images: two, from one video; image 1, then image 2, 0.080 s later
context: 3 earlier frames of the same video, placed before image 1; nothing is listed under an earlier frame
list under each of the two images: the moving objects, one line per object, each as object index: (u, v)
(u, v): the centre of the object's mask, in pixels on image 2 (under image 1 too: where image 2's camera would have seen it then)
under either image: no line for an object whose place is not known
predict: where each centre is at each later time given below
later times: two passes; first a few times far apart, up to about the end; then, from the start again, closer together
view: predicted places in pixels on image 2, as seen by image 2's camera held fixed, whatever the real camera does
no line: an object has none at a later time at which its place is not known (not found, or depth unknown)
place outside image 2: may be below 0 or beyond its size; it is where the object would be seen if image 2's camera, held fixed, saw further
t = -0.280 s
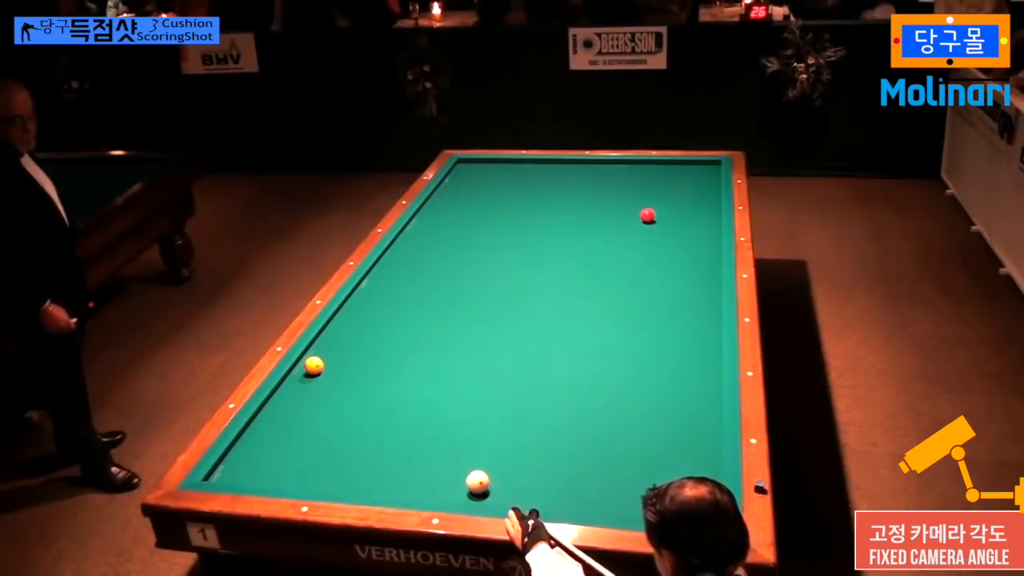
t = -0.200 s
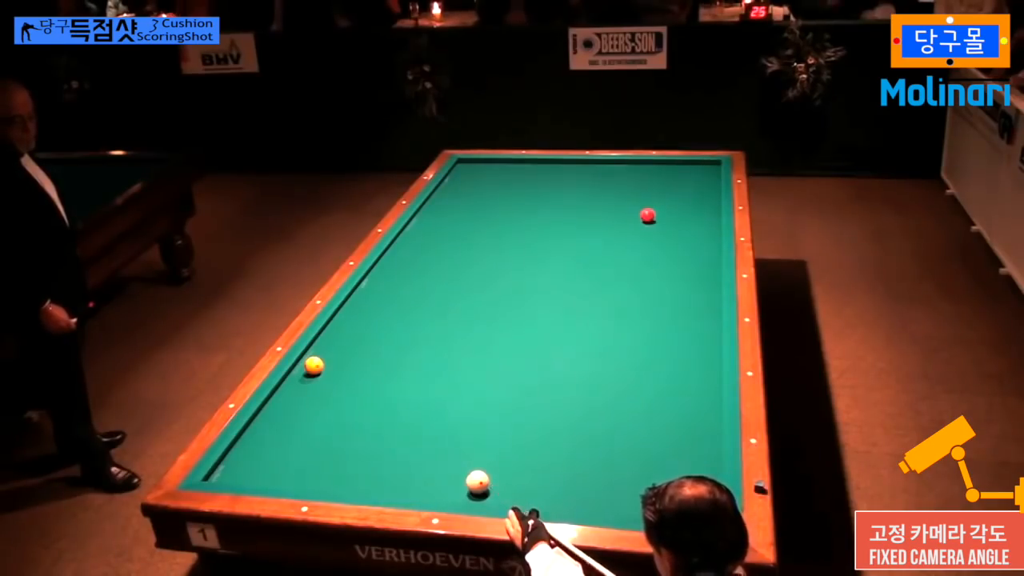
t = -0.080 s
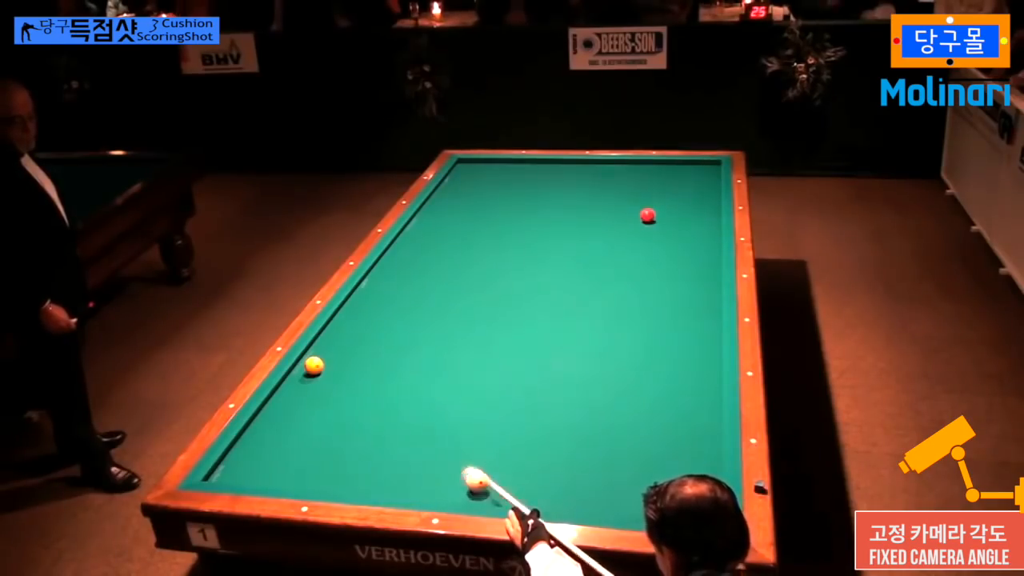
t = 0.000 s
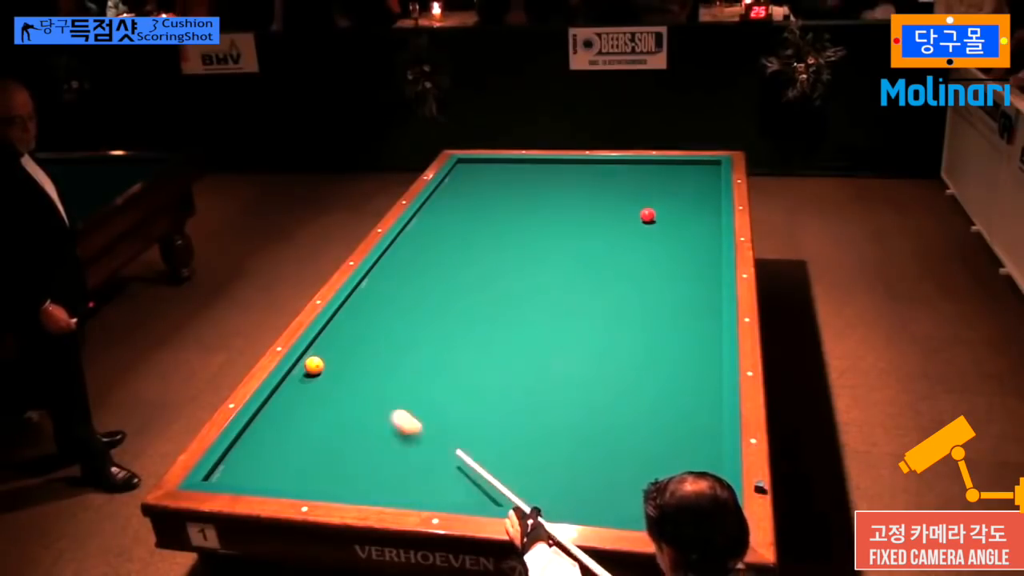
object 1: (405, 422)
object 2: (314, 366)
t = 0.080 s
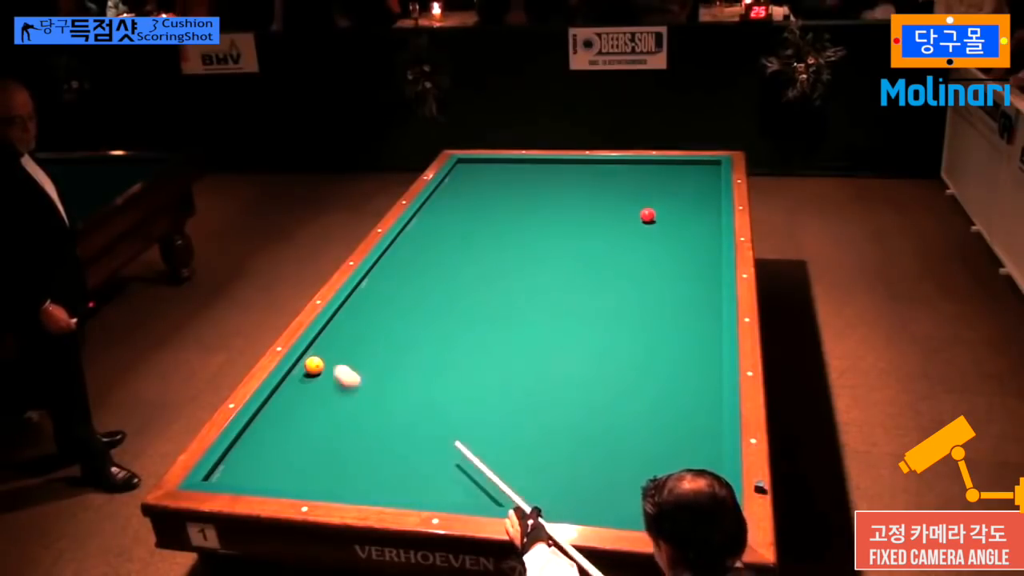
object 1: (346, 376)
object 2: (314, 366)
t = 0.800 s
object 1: (496, 160)
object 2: (662, 423)
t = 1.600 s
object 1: (642, 295)
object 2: (480, 424)
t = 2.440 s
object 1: (567, 502)
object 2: (260, 419)
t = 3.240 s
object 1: (414, 365)
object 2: (367, 431)
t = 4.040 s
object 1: (390, 287)
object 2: (469, 443)
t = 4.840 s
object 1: (497, 236)
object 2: (567, 455)
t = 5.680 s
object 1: (585, 196)
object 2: (664, 467)
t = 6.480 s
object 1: (651, 165)
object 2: (689, 473)
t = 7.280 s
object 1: (706, 176)
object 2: (650, 474)
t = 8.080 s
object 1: (689, 192)
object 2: (623, 474)
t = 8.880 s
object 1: (658, 206)
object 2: (606, 473)
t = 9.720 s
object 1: (632, 211)
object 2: (602, 473)
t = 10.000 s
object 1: (626, 211)
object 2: (602, 473)
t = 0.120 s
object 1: (335, 355)
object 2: (303, 365)
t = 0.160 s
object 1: (342, 336)
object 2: (317, 367)
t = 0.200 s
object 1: (349, 318)
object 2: (339, 370)
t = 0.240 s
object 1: (355, 302)
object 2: (362, 375)
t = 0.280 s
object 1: (362, 287)
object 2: (384, 379)
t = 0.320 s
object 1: (378, 273)
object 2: (407, 383)
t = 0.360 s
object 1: (393, 261)
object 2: (430, 387)
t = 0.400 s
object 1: (406, 249)
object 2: (452, 390)
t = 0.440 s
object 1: (418, 238)
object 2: (474, 394)
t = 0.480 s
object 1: (429, 227)
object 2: (495, 397)
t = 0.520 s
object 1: (439, 217)
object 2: (516, 400)
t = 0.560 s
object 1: (448, 208)
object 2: (537, 404)
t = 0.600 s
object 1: (457, 199)
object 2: (557, 407)
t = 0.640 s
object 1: (466, 191)
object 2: (577, 410)
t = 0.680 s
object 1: (474, 183)
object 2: (598, 414)
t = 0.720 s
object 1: (482, 175)
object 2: (619, 417)
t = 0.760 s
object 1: (489, 167)
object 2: (640, 420)
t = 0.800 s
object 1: (496, 160)
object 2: (662, 423)
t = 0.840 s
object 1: (502, 164)
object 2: (683, 427)
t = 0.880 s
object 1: (506, 171)
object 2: (705, 430)
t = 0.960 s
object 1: (518, 183)
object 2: (684, 430)
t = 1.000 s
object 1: (523, 190)
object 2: (666, 429)
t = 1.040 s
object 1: (530, 197)
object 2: (650, 428)
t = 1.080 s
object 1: (536, 203)
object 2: (635, 428)
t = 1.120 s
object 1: (542, 210)
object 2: (622, 427)
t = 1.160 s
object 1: (549, 217)
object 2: (609, 427)
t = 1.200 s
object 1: (556, 224)
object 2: (597, 426)
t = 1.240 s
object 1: (563, 231)
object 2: (584, 426)
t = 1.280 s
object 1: (571, 238)
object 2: (573, 426)
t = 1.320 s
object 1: (579, 245)
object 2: (561, 425)
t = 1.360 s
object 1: (587, 251)
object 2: (549, 425)
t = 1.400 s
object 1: (595, 258)
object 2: (538, 425)
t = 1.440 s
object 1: (604, 265)
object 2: (526, 425)
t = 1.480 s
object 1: (613, 272)
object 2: (514, 424)
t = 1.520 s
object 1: (622, 280)
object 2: (503, 424)
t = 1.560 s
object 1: (632, 287)
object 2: (491, 424)
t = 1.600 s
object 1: (642, 295)
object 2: (480, 424)
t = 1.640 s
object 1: (652, 303)
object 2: (469, 423)
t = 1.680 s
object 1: (663, 312)
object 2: (458, 423)
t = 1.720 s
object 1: (674, 321)
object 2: (447, 422)
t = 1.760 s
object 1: (686, 330)
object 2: (436, 422)
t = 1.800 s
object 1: (698, 340)
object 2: (425, 422)
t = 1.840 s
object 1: (710, 350)
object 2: (413, 422)
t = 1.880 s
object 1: (707, 359)
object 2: (403, 422)
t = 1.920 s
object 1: (696, 367)
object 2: (392, 422)
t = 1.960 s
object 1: (686, 376)
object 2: (381, 421)
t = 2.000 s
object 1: (677, 385)
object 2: (371, 421)
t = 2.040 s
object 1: (668, 394)
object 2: (360, 421)
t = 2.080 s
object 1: (659, 403)
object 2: (349, 421)
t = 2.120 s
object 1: (650, 413)
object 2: (339, 420)
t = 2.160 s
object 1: (641, 423)
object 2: (328, 420)
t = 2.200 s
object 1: (632, 434)
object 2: (318, 420)
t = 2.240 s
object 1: (622, 445)
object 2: (308, 419)
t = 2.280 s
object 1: (611, 456)
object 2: (298, 419)
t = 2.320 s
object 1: (601, 468)
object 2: (288, 419)
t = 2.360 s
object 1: (590, 480)
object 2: (279, 419)
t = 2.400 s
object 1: (579, 492)
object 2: (268, 419)
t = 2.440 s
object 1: (567, 502)
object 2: (260, 419)
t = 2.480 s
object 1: (556, 496)
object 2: (266, 419)
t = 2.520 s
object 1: (547, 485)
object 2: (273, 420)
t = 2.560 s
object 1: (537, 475)
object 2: (279, 421)
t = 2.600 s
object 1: (529, 465)
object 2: (284, 421)
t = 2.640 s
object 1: (520, 456)
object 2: (289, 422)
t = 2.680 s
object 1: (512, 449)
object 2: (294, 422)
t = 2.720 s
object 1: (503, 442)
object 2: (299, 423)
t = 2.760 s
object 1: (496, 435)
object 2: (305, 423)
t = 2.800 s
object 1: (488, 428)
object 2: (310, 424)
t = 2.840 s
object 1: (480, 421)
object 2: (315, 425)
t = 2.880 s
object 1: (473, 415)
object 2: (320, 425)
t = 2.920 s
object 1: (465, 409)
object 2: (325, 426)
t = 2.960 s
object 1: (459, 403)
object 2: (330, 427)
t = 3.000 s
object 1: (452, 397)
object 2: (336, 427)
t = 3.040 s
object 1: (445, 391)
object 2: (341, 428)
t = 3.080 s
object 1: (439, 386)
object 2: (346, 429)
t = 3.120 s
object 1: (433, 380)
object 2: (351, 429)
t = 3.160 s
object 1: (426, 374)
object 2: (356, 430)
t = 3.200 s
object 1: (420, 370)
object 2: (362, 430)
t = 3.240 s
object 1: (414, 365)
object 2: (367, 431)
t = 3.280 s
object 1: (408, 360)
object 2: (372, 432)
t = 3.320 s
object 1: (403, 355)
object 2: (377, 432)
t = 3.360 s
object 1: (397, 350)
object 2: (382, 433)
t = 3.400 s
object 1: (392, 345)
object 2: (388, 433)
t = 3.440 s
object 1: (386, 341)
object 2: (393, 434)
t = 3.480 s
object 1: (381, 336)
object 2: (398, 434)
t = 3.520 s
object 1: (376, 332)
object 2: (403, 435)
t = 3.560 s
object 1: (371, 328)
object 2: (408, 436)
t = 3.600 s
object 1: (366, 324)
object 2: (413, 436)
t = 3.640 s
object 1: (361, 320)
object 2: (418, 437)
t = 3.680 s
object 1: (357, 316)
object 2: (424, 438)
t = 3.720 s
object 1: (352, 312)
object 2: (429, 438)
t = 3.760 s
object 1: (348, 308)
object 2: (434, 439)
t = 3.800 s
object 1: (350, 305)
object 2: (439, 439)
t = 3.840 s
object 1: (357, 302)
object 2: (444, 440)
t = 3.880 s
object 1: (365, 298)
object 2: (449, 441)
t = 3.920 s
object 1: (371, 296)
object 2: (454, 441)
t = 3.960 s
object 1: (378, 292)
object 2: (459, 442)
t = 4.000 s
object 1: (384, 290)
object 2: (464, 443)
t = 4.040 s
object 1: (390, 287)
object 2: (469, 443)
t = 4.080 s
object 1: (396, 284)
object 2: (474, 444)
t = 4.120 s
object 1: (402, 281)
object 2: (479, 445)
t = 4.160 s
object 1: (408, 278)
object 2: (484, 445)
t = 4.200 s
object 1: (414, 275)
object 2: (489, 446)
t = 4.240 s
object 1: (420, 273)
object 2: (494, 446)
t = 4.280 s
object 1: (426, 270)
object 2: (499, 447)
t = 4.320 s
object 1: (431, 267)
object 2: (504, 448)
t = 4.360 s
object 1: (437, 265)
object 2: (509, 448)
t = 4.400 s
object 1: (442, 262)
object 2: (514, 449)
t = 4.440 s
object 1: (448, 260)
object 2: (519, 449)
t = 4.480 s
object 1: (453, 257)
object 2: (524, 450)
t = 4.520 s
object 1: (458, 255)
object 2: (529, 450)
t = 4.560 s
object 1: (463, 252)
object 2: (533, 451)
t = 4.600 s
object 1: (468, 250)
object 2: (538, 452)
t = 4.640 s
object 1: (473, 248)
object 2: (543, 452)
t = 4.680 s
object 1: (478, 246)
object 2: (548, 453)
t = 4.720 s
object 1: (483, 243)
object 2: (553, 453)
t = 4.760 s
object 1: (488, 241)
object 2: (557, 454)
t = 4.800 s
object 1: (493, 239)
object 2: (562, 455)
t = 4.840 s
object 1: (497, 236)
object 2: (567, 455)
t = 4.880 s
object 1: (502, 234)
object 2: (572, 455)
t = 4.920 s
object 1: (507, 232)
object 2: (576, 456)
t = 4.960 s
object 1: (511, 230)
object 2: (581, 457)
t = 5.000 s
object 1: (516, 228)
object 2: (586, 457)
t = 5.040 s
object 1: (520, 226)
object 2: (591, 458)
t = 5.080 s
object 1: (525, 224)
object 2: (595, 458)
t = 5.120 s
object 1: (529, 222)
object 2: (600, 459)
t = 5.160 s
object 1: (533, 220)
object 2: (605, 460)
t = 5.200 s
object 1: (537, 218)
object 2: (609, 460)
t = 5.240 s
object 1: (542, 216)
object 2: (614, 461)
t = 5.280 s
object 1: (546, 214)
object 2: (619, 461)
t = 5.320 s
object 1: (550, 212)
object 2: (623, 462)
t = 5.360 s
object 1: (554, 210)
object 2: (628, 463)
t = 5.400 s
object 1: (558, 208)
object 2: (632, 463)
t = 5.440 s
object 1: (562, 207)
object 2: (637, 464)
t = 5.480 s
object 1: (566, 205)
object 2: (642, 464)
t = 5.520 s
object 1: (570, 203)
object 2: (646, 465)
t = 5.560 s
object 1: (573, 201)
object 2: (651, 466)
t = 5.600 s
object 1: (577, 199)
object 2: (655, 466)
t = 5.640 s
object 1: (581, 197)
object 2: (660, 466)
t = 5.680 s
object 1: (585, 196)
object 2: (664, 467)
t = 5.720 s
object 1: (588, 194)
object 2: (669, 468)
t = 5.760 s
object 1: (592, 193)
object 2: (673, 468)
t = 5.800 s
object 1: (596, 191)
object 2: (677, 469)
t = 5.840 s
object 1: (599, 189)
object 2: (682, 470)
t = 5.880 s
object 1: (603, 188)
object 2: (686, 470)
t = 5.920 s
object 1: (606, 186)
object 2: (691, 471)
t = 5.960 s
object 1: (610, 184)
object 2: (695, 472)
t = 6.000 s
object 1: (613, 183)
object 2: (699, 472)
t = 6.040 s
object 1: (617, 181)
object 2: (703, 473)
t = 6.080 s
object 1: (620, 179)
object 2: (708, 473)
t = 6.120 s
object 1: (623, 178)
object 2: (710, 473)
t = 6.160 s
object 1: (626, 176)
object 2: (708, 473)
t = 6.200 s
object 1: (630, 175)
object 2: (706, 473)
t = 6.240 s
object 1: (633, 174)
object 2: (703, 473)
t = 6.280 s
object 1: (636, 172)
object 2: (701, 473)
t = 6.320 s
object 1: (639, 171)
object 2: (698, 474)
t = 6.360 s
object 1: (642, 169)
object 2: (696, 473)
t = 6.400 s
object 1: (645, 168)
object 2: (694, 474)
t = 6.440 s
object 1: (648, 166)
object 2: (692, 473)
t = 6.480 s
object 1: (651, 165)
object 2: (689, 473)
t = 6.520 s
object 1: (654, 164)
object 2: (687, 474)
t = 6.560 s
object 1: (657, 162)
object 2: (685, 474)
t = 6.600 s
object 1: (660, 162)
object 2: (682, 474)
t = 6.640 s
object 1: (662, 163)
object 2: (680, 474)
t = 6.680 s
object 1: (665, 164)
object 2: (678, 474)
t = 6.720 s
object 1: (668, 165)
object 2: (676, 474)
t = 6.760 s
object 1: (670, 166)
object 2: (674, 474)
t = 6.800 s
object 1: (673, 166)
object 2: (672, 474)
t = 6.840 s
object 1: (676, 167)
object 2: (670, 474)
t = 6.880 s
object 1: (679, 168)
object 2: (667, 474)
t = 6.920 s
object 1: (681, 169)
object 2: (666, 474)
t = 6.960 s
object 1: (684, 170)
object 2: (664, 474)
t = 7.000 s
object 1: (687, 171)
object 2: (662, 473)
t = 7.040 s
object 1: (689, 171)
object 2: (660, 474)
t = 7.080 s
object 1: (692, 172)
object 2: (659, 474)
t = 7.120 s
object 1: (695, 173)
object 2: (657, 474)
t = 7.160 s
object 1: (698, 174)
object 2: (655, 474)
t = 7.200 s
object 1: (701, 175)
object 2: (653, 474)
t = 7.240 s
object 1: (703, 176)
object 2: (652, 474)
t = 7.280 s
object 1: (706, 176)
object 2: (650, 474)
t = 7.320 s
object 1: (709, 177)
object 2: (648, 474)
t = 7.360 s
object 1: (711, 178)
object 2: (647, 474)
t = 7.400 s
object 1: (714, 179)
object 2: (645, 474)
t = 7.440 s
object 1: (714, 179)
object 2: (644, 474)
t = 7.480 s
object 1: (712, 180)
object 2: (642, 474)
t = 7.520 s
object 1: (711, 181)
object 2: (641, 474)
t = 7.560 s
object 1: (709, 182)
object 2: (639, 474)
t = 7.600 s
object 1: (708, 183)
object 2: (638, 474)
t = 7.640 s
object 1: (706, 184)
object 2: (636, 474)
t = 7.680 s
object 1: (705, 184)
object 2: (635, 474)
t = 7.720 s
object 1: (703, 185)
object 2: (634, 474)
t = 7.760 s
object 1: (701, 186)
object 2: (632, 474)
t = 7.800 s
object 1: (700, 187)
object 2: (631, 474)
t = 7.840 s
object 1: (698, 187)
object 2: (630, 474)
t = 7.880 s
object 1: (697, 188)
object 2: (629, 474)
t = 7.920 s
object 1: (695, 189)
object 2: (627, 474)
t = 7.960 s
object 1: (693, 190)
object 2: (626, 474)
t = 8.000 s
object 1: (692, 190)
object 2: (625, 474)
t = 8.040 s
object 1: (691, 191)
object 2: (624, 474)
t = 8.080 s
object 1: (689, 192)
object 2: (623, 474)
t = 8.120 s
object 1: (687, 193)
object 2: (622, 474)
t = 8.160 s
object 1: (686, 193)
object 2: (621, 474)
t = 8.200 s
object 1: (684, 194)
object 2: (620, 473)
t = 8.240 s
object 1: (683, 195)
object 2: (619, 473)
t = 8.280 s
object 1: (681, 196)
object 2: (618, 473)
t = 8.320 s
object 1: (680, 196)
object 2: (617, 473)
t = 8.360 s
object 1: (678, 197)
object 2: (616, 473)
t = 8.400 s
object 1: (676, 198)
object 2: (615, 473)
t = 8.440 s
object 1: (675, 199)
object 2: (614, 473)
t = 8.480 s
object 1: (674, 199)
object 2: (613, 473)
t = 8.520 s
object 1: (672, 200)
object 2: (612, 473)
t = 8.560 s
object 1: (670, 201)
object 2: (612, 473)
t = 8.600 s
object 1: (669, 202)
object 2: (611, 473)
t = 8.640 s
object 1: (667, 202)
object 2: (610, 473)
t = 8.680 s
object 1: (666, 203)
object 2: (609, 473)
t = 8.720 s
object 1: (664, 204)
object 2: (609, 473)
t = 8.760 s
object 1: (663, 204)
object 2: (608, 473)
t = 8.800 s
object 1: (661, 205)
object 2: (608, 473)
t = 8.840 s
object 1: (660, 206)
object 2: (607, 473)
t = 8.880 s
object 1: (658, 206)
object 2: (606, 473)
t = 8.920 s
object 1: (657, 207)
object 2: (606, 473)
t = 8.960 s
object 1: (656, 207)
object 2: (605, 473)
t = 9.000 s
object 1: (655, 208)
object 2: (605, 473)
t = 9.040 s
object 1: (653, 208)
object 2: (605, 473)
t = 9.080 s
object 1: (652, 208)
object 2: (604, 473)
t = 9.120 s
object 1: (651, 208)
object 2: (604, 473)
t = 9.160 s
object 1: (649, 208)
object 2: (604, 473)
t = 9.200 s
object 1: (647, 208)
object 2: (603, 473)
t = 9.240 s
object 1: (645, 208)
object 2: (603, 473)
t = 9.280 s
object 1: (644, 208)
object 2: (603, 473)
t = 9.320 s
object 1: (643, 208)
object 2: (603, 473)
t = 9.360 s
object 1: (641, 209)
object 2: (602, 473)
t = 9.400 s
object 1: (640, 209)
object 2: (602, 473)
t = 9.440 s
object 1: (639, 209)
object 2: (602, 473)
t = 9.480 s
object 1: (638, 210)
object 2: (602, 473)
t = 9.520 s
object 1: (637, 210)
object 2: (602, 473)
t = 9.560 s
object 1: (636, 210)
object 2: (602, 473)
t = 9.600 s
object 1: (635, 210)
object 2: (602, 473)
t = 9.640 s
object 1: (634, 211)
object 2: (602, 473)
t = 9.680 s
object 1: (633, 211)
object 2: (602, 473)
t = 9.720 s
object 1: (632, 211)
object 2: (602, 473)
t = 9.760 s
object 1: (632, 211)
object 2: (602, 473)
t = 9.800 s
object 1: (631, 211)
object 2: (602, 473)
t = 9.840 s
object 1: (630, 211)
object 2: (602, 473)
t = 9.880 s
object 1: (629, 211)
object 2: (602, 473)
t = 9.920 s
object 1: (628, 211)
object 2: (602, 473)
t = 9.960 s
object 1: (627, 211)
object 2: (602, 473)
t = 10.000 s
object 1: (626, 211)
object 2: (602, 473)
